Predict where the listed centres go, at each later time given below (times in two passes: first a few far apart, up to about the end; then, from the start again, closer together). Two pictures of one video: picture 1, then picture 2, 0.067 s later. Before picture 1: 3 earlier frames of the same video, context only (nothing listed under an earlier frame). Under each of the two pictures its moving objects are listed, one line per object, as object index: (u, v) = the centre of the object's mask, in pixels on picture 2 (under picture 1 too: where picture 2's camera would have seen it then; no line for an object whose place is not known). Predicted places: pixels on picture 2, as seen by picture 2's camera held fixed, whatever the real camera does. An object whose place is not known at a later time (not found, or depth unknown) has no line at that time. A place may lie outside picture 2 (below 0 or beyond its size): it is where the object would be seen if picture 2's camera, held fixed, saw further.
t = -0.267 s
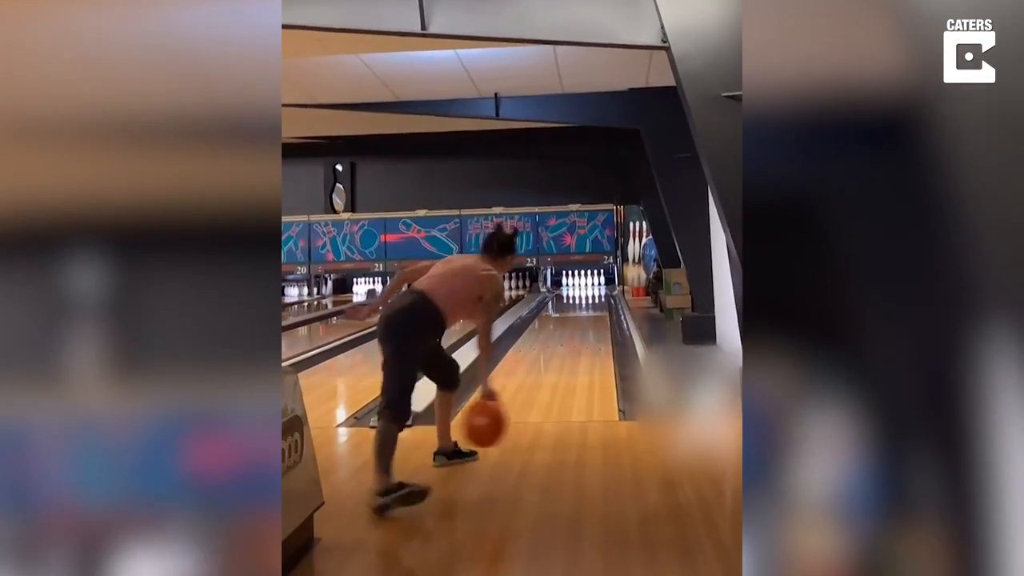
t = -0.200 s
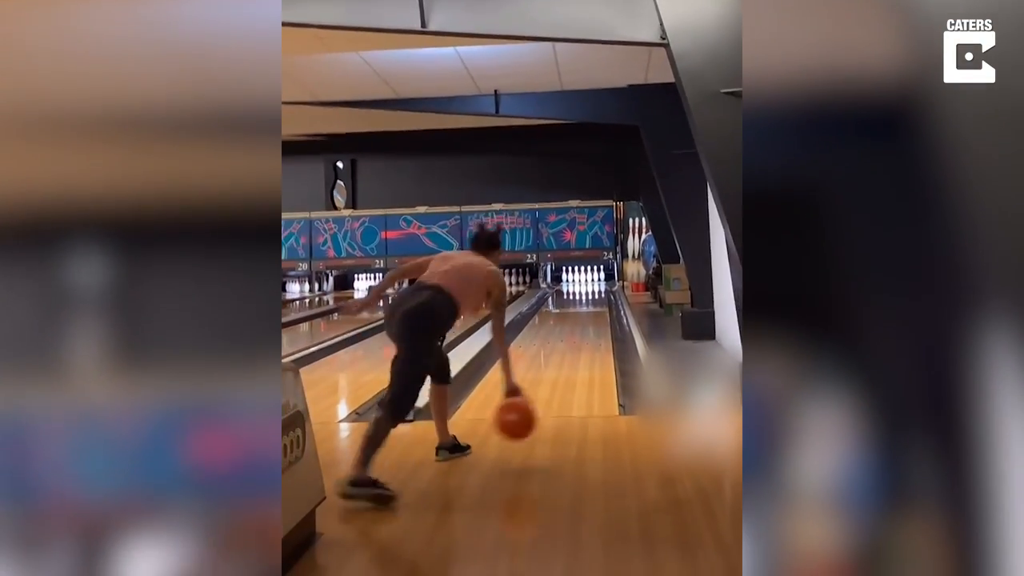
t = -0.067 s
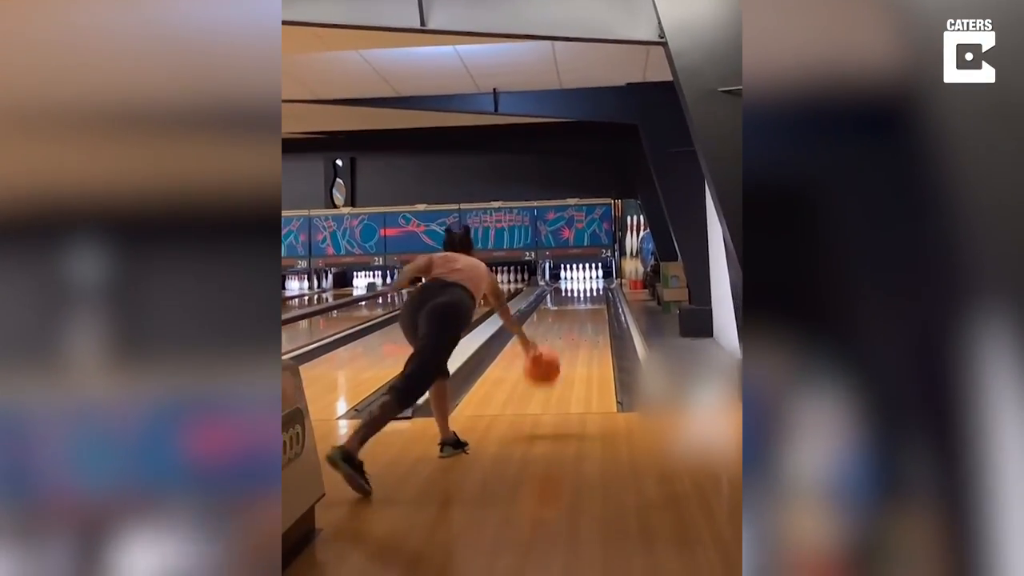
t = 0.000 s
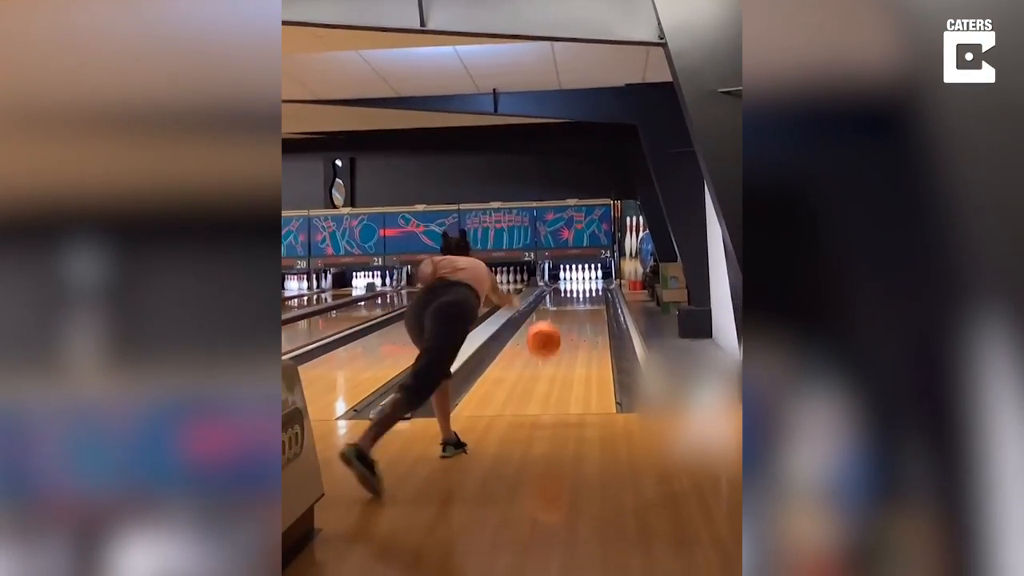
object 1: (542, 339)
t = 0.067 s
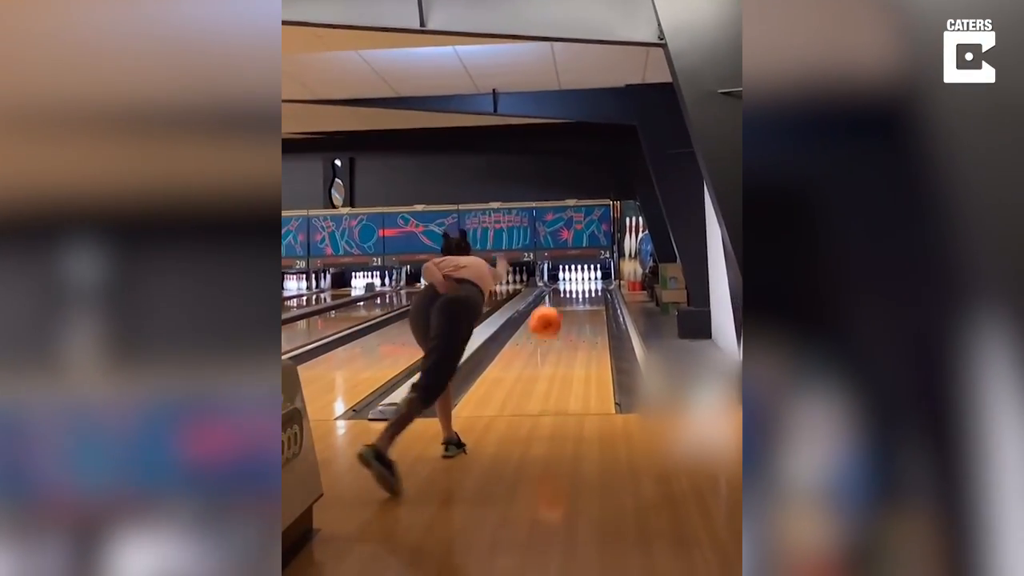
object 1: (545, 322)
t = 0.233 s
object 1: (551, 311)
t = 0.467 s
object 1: (558, 351)
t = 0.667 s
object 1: (564, 338)
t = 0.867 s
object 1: (564, 327)
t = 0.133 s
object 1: (547, 312)
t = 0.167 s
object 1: (548, 311)
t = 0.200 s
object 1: (549, 310)
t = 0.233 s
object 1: (551, 311)
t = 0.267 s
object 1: (551, 313)
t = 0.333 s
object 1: (553, 321)
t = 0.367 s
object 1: (555, 327)
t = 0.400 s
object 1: (555, 333)
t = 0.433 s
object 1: (557, 342)
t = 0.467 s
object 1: (558, 351)
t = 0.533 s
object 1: (559, 344)
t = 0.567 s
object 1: (560, 341)
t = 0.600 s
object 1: (561, 340)
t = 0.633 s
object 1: (562, 339)
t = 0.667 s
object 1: (564, 338)
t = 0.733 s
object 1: (565, 334)
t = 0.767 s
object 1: (565, 332)
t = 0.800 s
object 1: (565, 330)
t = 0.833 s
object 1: (564, 329)
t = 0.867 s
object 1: (564, 327)
